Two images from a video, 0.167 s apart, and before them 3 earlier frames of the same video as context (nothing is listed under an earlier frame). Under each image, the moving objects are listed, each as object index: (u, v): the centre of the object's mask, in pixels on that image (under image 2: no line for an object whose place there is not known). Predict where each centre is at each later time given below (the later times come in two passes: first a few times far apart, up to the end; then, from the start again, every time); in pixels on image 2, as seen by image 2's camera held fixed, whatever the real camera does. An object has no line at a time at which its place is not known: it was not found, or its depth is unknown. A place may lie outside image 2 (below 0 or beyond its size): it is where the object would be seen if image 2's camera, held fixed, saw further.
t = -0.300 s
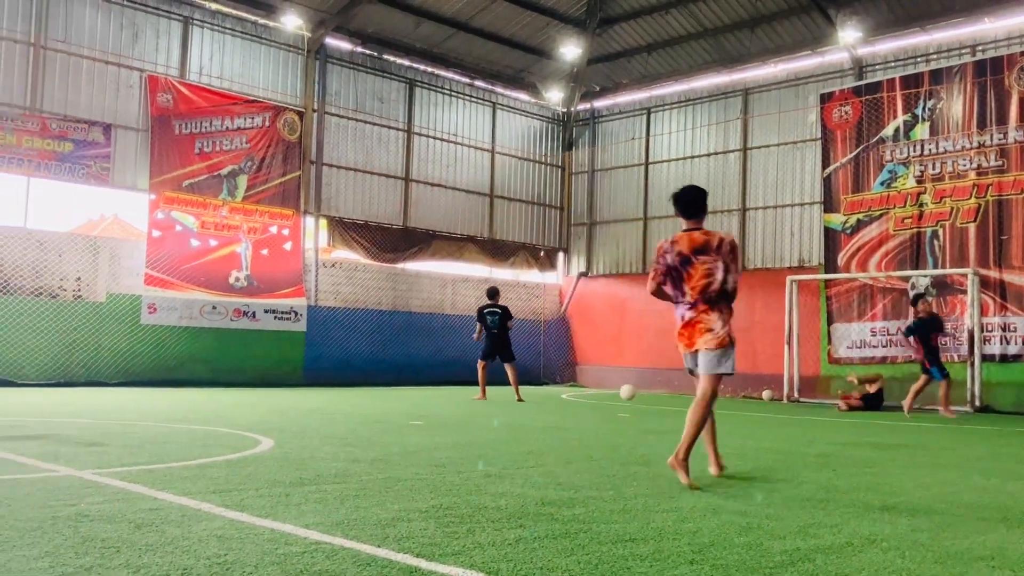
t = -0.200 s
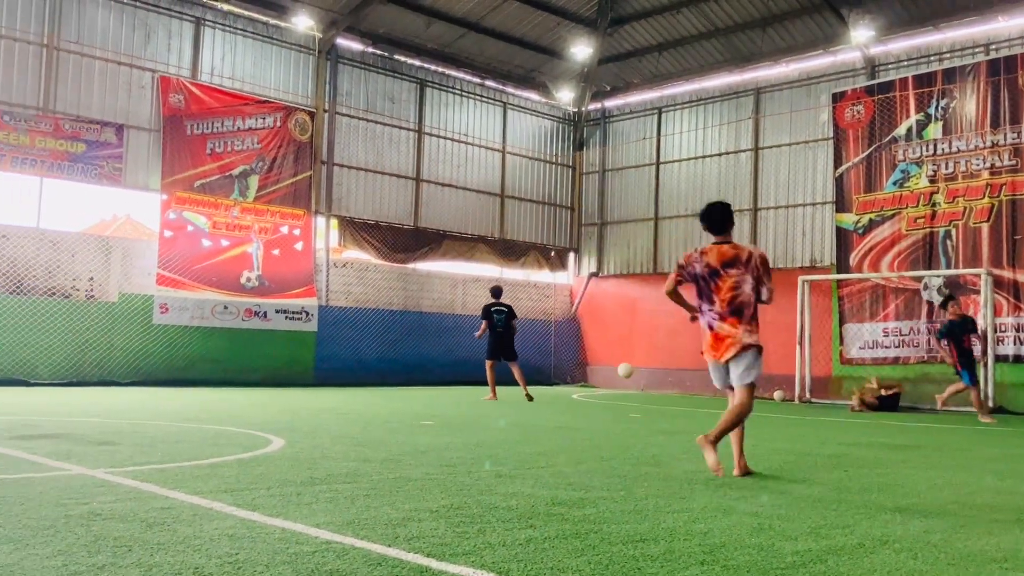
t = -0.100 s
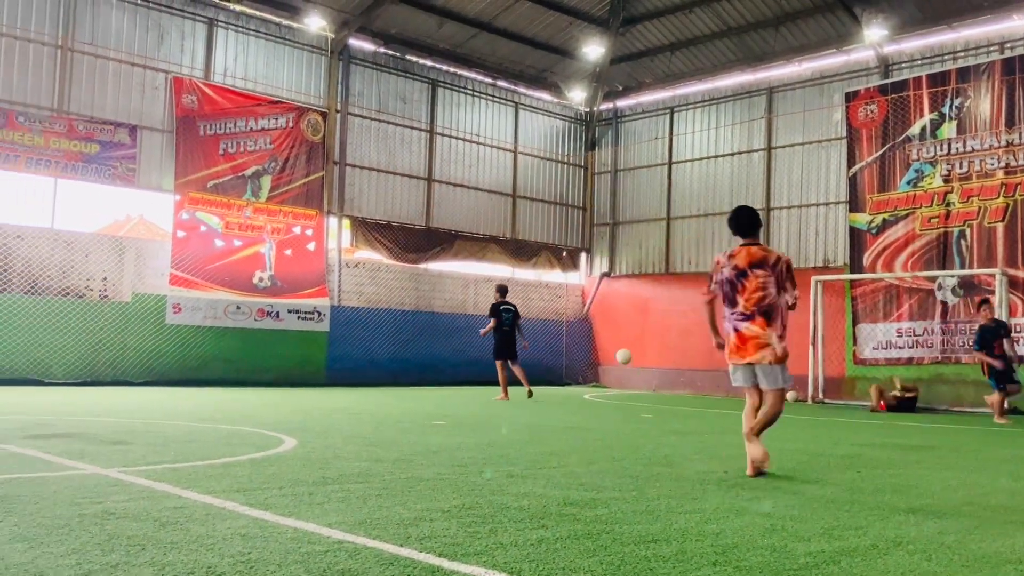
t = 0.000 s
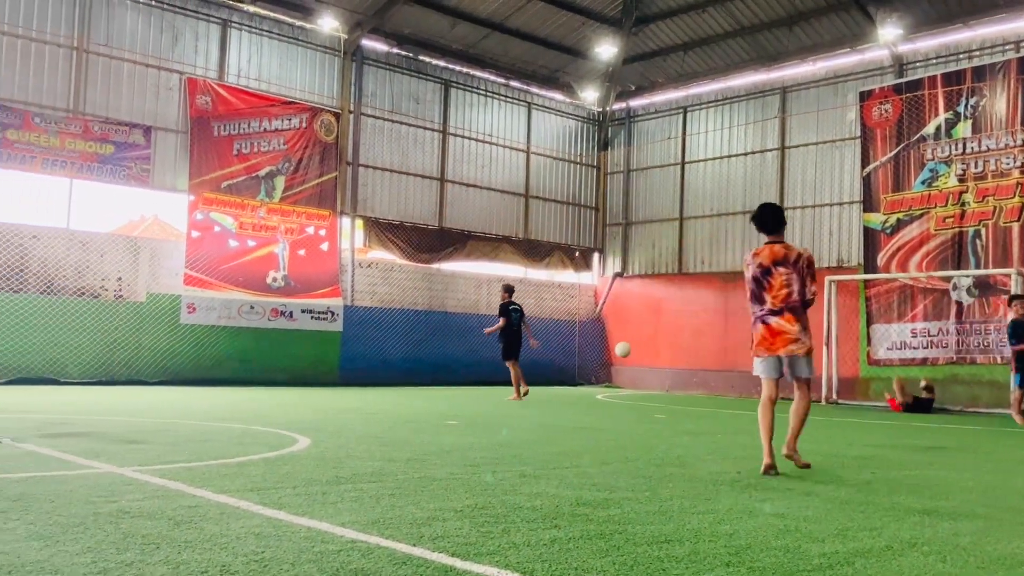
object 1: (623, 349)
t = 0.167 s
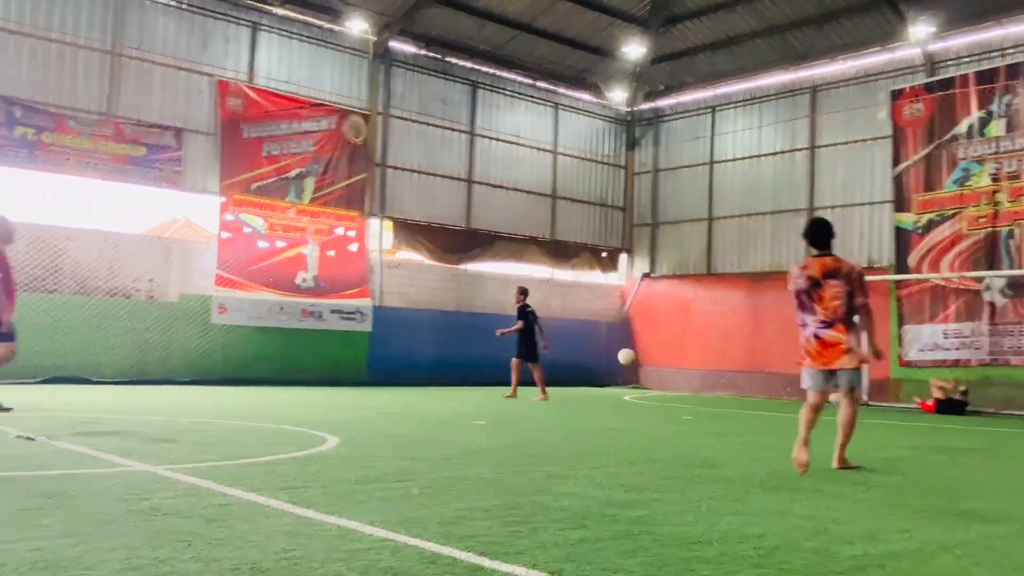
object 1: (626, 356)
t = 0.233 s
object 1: (618, 366)
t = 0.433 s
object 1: (588, 401)
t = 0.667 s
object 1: (569, 385)
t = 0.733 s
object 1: (561, 388)
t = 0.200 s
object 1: (622, 361)
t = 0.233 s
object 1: (618, 366)
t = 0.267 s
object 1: (613, 372)
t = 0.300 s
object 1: (610, 380)
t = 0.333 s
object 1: (604, 387)
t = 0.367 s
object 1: (598, 396)
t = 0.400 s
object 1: (592, 406)
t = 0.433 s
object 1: (588, 401)
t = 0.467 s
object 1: (586, 396)
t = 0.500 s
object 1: (583, 393)
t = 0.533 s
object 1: (581, 389)
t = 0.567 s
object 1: (578, 387)
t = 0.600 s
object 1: (575, 386)
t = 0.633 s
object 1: (572, 385)
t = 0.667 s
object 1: (569, 385)
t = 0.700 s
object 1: (565, 386)
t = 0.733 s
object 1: (561, 388)
